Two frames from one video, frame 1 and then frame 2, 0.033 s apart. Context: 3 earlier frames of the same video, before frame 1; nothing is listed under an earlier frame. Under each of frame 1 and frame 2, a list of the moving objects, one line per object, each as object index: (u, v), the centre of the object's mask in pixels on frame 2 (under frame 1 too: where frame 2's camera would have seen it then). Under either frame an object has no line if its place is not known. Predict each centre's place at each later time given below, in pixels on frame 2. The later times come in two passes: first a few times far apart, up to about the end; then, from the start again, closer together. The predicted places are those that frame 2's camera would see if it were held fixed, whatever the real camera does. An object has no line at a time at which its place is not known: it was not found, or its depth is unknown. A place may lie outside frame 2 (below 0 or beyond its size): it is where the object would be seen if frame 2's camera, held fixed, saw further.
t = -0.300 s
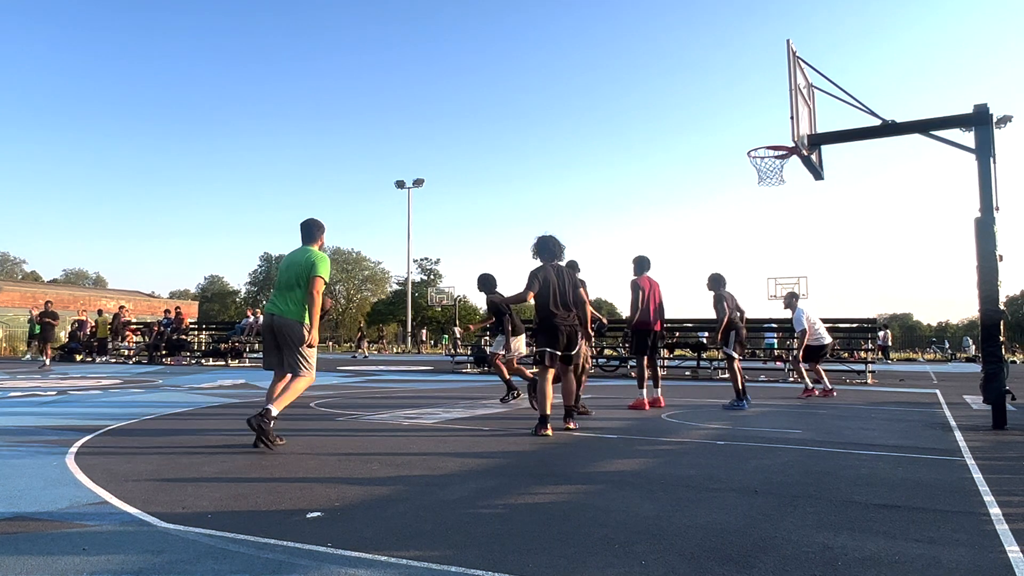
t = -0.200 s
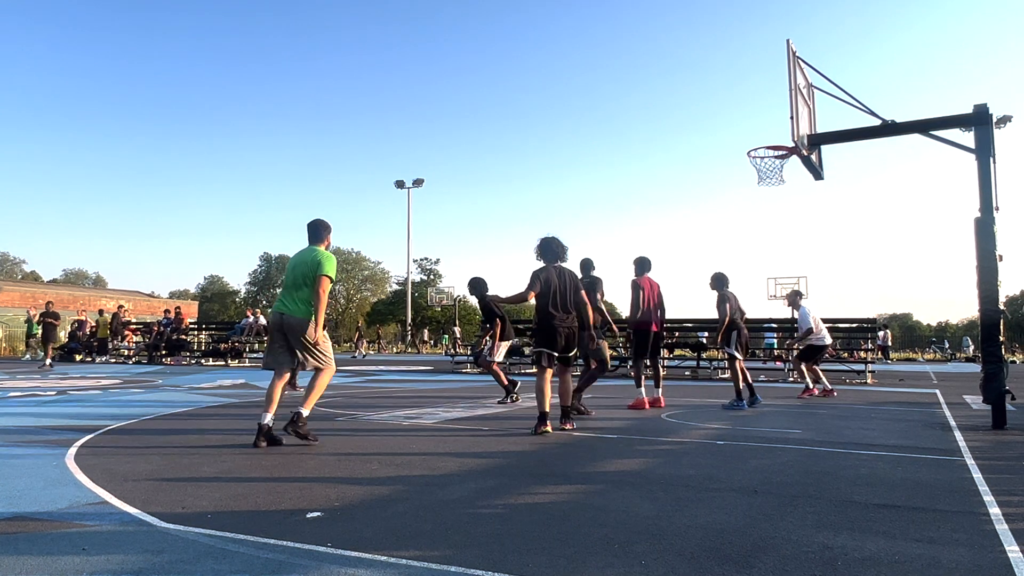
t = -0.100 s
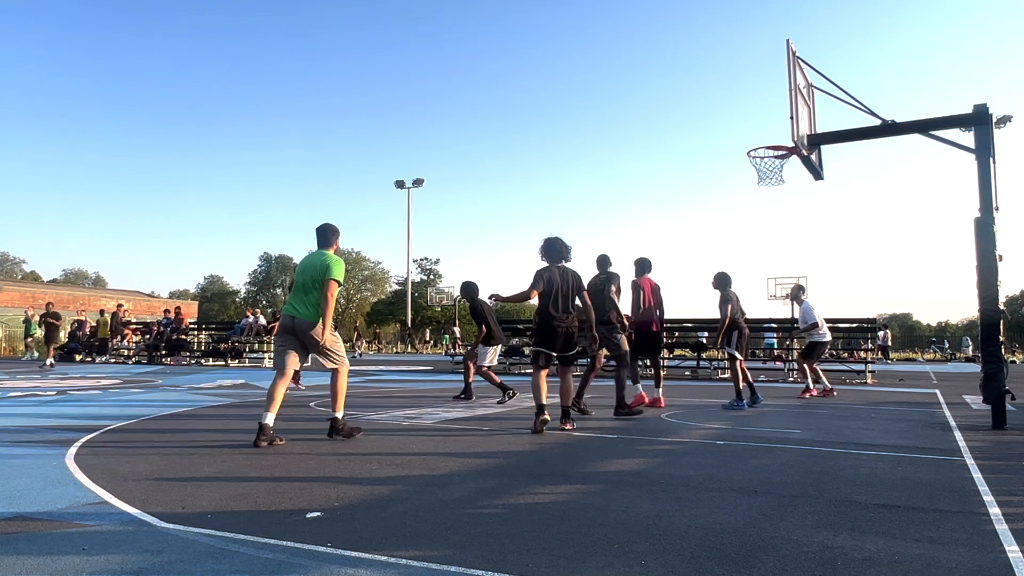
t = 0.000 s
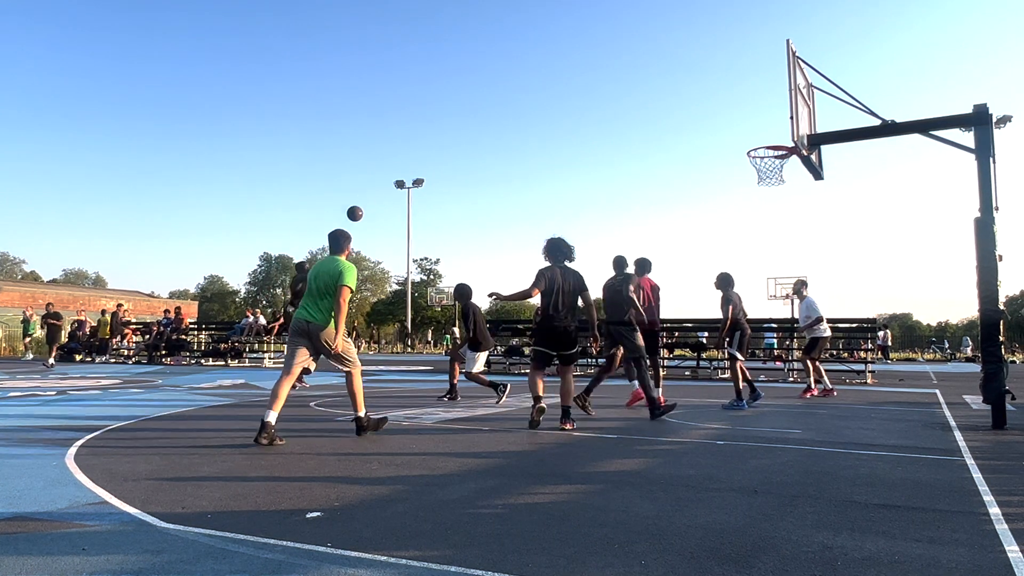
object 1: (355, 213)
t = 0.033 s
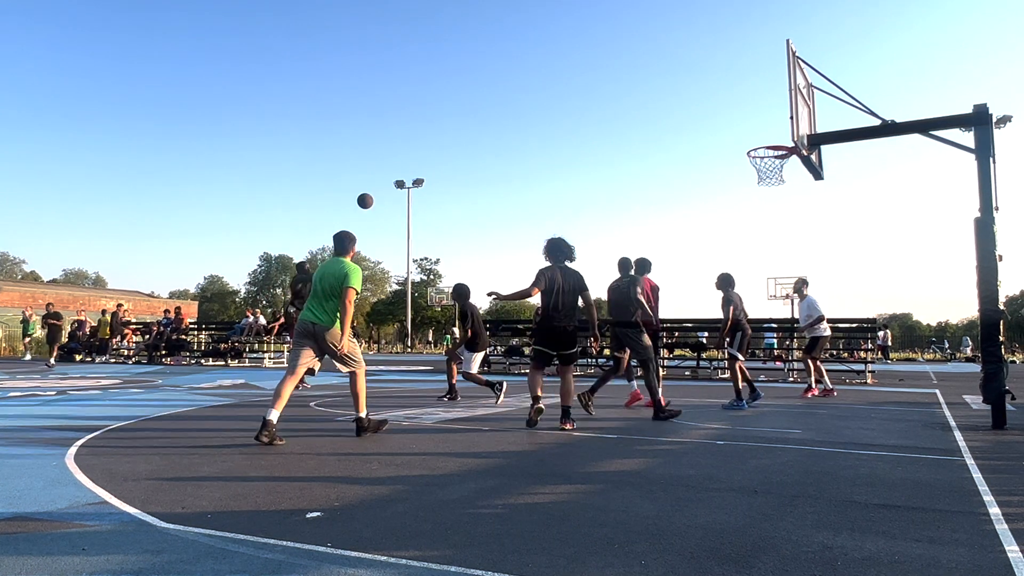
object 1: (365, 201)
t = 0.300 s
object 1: (451, 119)
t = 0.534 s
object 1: (533, 80)
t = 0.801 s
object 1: (638, 78)
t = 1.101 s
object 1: (776, 138)
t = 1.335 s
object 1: (680, 112)
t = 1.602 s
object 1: (554, 124)
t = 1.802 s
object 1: (461, 174)
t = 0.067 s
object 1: (375, 189)
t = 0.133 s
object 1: (397, 166)
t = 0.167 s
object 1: (407, 156)
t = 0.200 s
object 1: (418, 146)
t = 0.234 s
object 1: (429, 136)
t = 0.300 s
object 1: (451, 119)
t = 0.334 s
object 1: (462, 112)
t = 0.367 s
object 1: (474, 105)
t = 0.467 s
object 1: (509, 88)
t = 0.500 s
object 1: (521, 84)
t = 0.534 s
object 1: (533, 80)
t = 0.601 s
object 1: (558, 75)
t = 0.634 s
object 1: (571, 74)
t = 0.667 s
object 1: (584, 73)
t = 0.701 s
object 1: (597, 73)
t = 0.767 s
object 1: (624, 75)
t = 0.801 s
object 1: (638, 78)
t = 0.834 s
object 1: (652, 81)
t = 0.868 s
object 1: (667, 85)
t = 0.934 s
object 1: (696, 96)
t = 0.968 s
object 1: (711, 103)
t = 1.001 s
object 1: (727, 111)
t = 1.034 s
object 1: (743, 119)
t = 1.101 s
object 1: (776, 138)
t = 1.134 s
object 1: (777, 139)
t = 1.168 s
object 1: (761, 135)
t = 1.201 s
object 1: (745, 128)
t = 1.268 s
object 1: (712, 118)
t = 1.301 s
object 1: (696, 114)
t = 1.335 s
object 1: (680, 112)
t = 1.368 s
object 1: (665, 110)
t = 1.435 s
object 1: (633, 109)
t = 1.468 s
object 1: (617, 110)
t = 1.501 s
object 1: (601, 113)
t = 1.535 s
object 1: (586, 116)
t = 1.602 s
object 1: (554, 124)
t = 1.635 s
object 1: (539, 130)
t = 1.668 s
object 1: (523, 137)
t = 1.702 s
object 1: (508, 145)
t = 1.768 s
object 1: (477, 164)
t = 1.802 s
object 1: (461, 174)
